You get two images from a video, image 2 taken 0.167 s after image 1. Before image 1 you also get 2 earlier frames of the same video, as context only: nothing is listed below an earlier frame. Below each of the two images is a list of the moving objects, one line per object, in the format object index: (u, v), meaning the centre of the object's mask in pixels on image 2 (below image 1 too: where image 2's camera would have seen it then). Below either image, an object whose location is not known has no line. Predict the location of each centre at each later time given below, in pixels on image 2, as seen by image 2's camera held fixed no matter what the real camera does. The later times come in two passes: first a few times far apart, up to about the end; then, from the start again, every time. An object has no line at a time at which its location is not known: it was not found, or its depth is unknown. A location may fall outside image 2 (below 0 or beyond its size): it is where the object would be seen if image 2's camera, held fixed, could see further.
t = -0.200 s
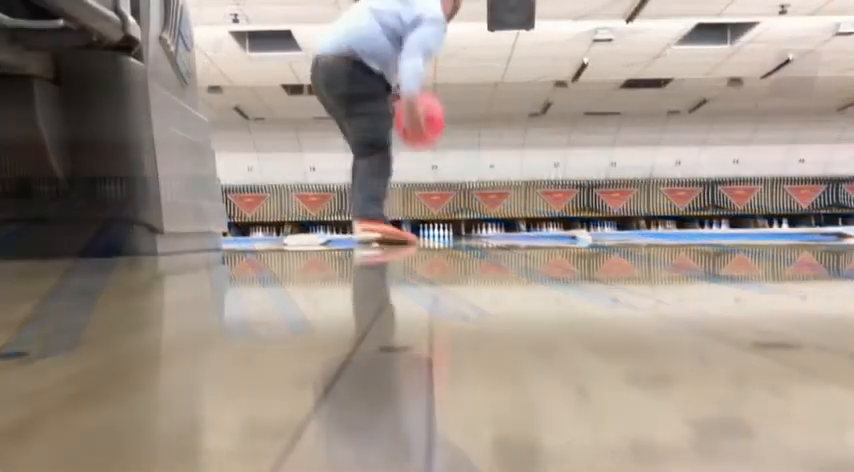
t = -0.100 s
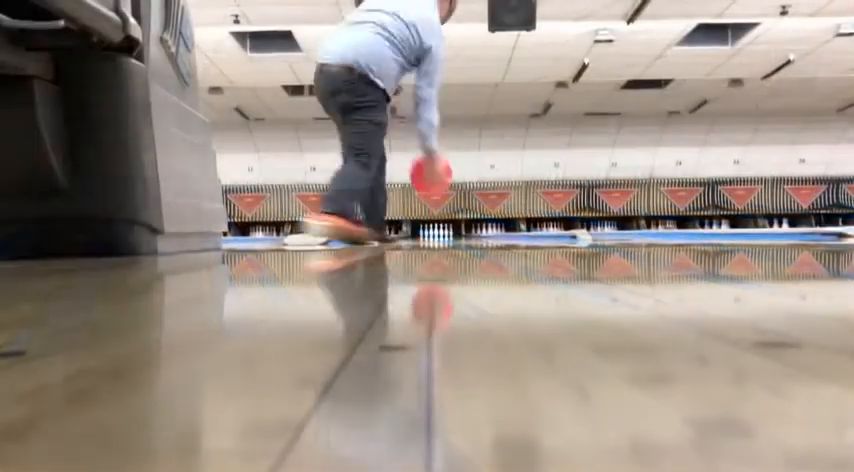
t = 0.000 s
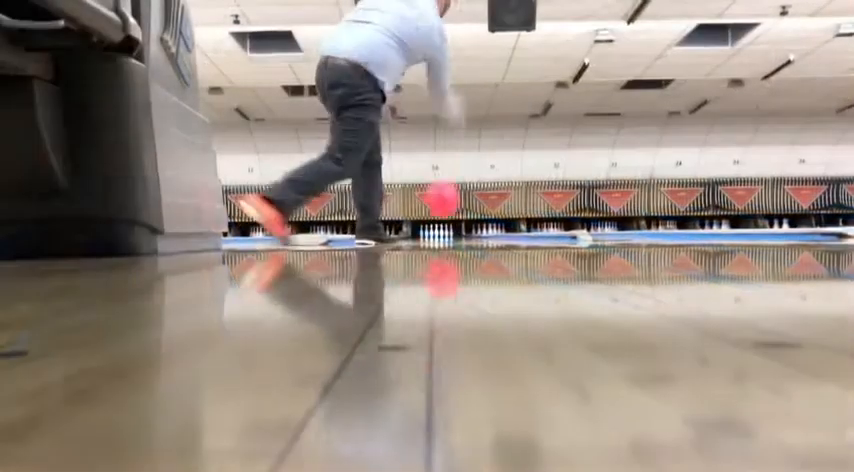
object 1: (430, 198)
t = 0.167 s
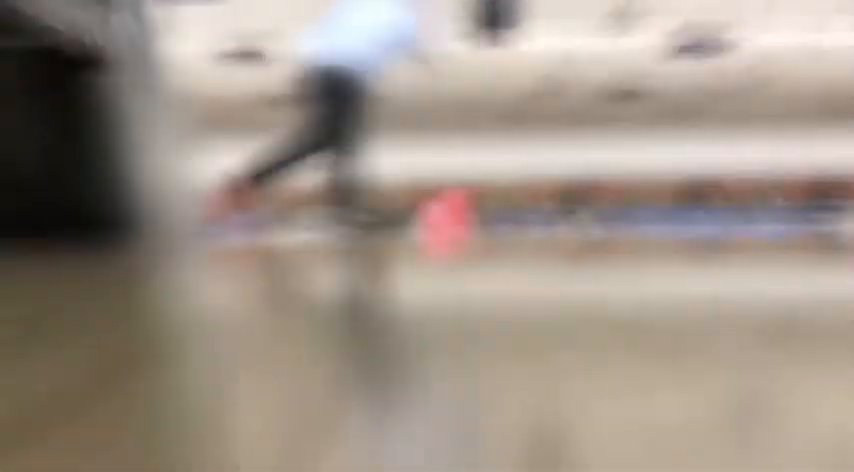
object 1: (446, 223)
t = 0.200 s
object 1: (448, 227)
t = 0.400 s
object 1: (451, 227)
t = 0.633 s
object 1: (456, 229)
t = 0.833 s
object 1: (459, 232)
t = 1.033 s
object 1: (461, 231)
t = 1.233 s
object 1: (463, 233)
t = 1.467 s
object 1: (459, 233)
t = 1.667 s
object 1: (457, 233)
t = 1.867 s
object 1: (454, 233)
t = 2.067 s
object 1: (452, 234)
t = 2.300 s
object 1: (450, 234)
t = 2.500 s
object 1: (449, 235)
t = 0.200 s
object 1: (448, 227)
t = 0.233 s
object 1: (446, 226)
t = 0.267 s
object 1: (443, 221)
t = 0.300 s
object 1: (447, 224)
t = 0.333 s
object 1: (450, 226)
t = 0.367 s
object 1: (449, 229)
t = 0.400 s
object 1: (451, 227)
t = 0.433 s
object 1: (452, 229)
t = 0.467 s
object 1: (453, 230)
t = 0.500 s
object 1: (454, 226)
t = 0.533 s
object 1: (455, 230)
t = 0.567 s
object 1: (454, 228)
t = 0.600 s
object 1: (455, 229)
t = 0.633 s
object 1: (456, 229)
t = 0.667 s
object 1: (456, 229)
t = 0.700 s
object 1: (458, 231)
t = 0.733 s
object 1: (458, 231)
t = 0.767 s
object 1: (458, 229)
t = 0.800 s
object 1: (458, 230)
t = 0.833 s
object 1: (459, 232)
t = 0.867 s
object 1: (458, 229)
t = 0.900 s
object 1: (459, 228)
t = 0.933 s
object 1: (460, 230)
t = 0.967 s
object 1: (460, 232)
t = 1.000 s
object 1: (460, 229)
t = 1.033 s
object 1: (461, 231)
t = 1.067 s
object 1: (461, 231)
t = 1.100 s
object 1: (461, 230)
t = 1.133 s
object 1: (461, 230)
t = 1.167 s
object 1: (462, 232)
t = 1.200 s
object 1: (463, 233)
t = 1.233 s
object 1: (463, 233)
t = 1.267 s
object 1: (462, 233)
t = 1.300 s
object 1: (462, 233)
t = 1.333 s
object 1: (461, 234)
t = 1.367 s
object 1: (461, 234)
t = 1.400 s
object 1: (460, 233)
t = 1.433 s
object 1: (459, 233)
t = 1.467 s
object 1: (459, 233)
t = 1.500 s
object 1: (457, 233)
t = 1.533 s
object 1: (459, 234)
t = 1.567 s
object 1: (458, 234)
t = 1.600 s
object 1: (457, 233)
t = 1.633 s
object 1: (457, 233)
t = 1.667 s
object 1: (457, 233)
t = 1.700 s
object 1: (456, 234)
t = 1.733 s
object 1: (455, 234)
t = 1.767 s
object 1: (454, 234)
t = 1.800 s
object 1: (454, 234)
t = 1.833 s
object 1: (454, 234)
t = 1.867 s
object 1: (454, 233)
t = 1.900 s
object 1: (454, 234)
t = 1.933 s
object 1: (454, 234)
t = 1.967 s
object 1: (452, 234)
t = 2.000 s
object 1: (452, 234)
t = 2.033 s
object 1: (452, 234)
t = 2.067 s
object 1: (452, 234)
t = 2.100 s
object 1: (452, 234)
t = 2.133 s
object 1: (452, 234)
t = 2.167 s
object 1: (451, 235)
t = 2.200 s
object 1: (451, 234)
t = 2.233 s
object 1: (450, 234)
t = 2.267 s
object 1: (450, 234)
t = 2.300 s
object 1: (450, 234)
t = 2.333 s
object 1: (450, 235)
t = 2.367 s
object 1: (449, 235)
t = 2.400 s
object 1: (449, 235)
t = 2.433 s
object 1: (449, 235)
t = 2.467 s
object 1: (449, 235)
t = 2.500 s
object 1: (449, 235)
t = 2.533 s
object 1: (449, 235)
